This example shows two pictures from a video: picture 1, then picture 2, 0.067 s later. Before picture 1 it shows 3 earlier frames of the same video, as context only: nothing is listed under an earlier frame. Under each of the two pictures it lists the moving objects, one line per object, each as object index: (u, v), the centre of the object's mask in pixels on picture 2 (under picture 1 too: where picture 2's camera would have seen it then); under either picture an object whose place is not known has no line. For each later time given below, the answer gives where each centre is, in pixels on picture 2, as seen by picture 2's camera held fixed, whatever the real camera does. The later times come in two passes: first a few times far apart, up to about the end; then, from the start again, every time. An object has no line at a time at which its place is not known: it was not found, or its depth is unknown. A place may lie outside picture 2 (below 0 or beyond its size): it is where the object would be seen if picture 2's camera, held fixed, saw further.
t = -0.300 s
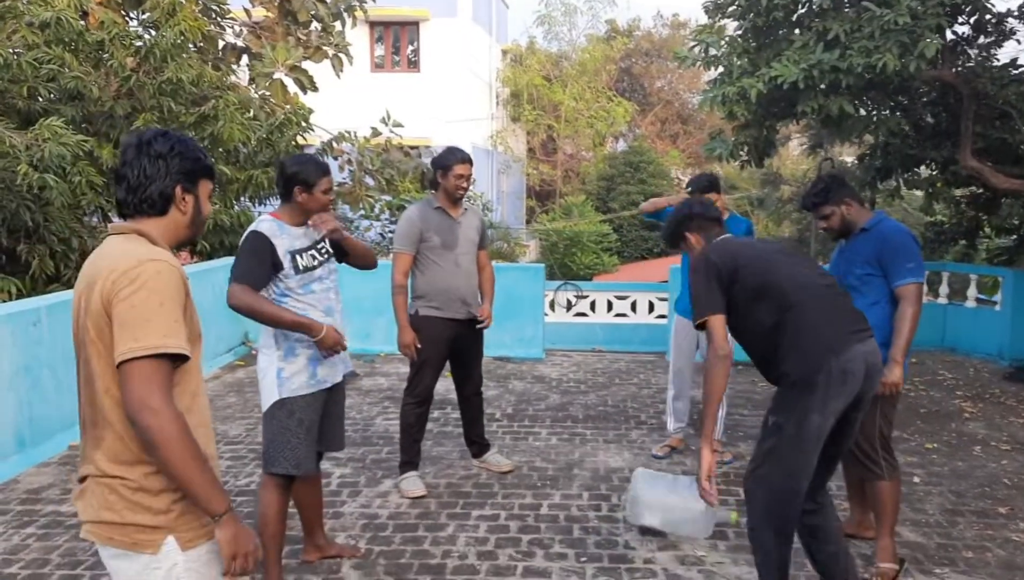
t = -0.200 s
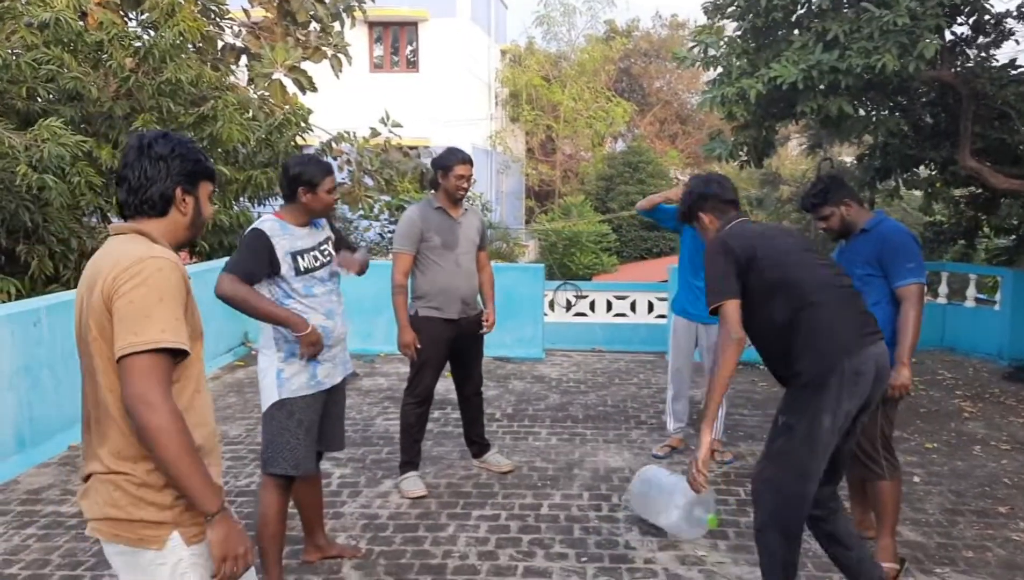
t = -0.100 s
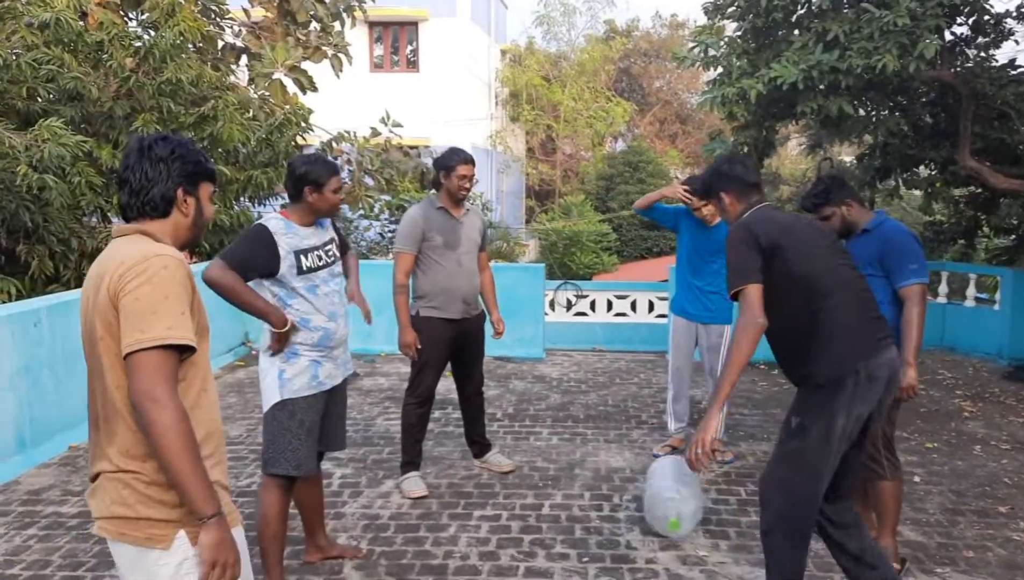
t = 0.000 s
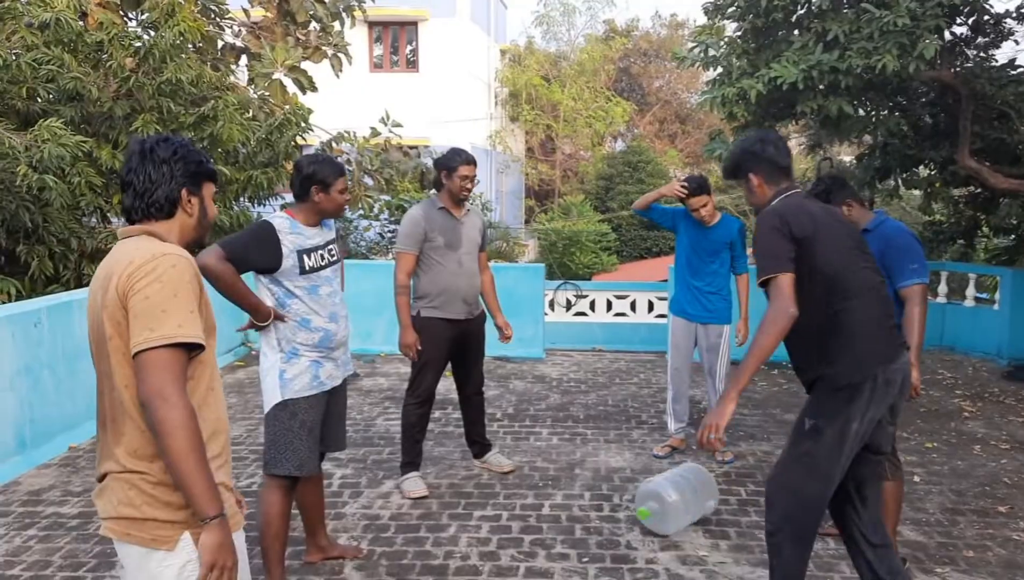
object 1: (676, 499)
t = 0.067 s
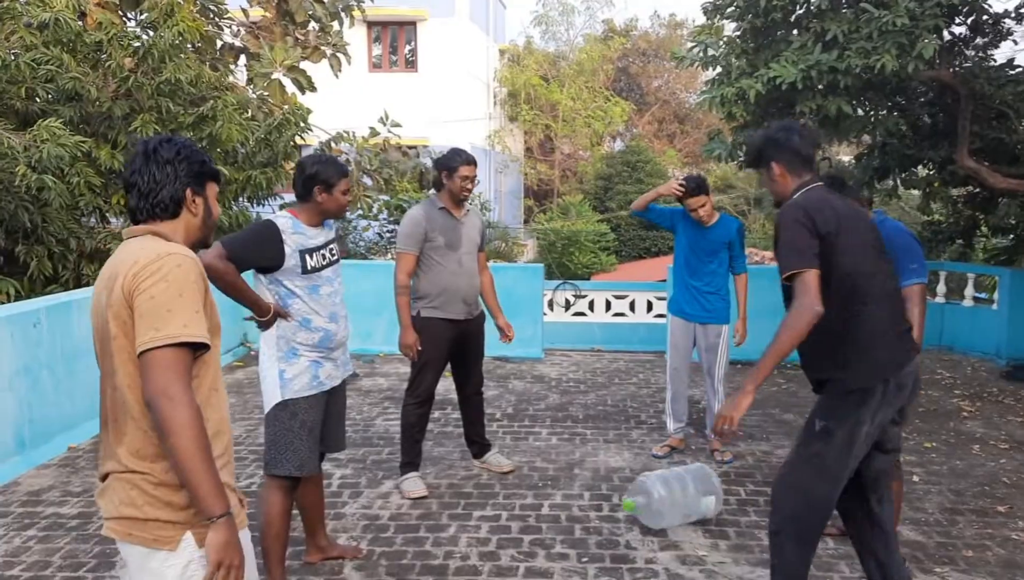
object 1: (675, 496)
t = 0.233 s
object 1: (675, 495)
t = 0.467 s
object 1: (683, 494)
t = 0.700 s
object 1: (692, 494)
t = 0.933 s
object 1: (701, 493)
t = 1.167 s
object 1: (709, 492)
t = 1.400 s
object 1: (717, 491)
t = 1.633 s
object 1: (724, 490)
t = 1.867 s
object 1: (732, 490)
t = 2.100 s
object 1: (742, 489)
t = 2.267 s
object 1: (749, 489)
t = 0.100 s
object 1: (675, 497)
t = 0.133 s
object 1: (676, 497)
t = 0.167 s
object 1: (675, 496)
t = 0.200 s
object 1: (675, 496)
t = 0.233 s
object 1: (675, 495)
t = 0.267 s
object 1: (676, 495)
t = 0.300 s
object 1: (677, 495)
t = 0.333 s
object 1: (678, 494)
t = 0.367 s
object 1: (679, 494)
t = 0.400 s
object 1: (681, 494)
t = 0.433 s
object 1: (682, 495)
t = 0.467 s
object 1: (683, 494)
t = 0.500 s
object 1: (684, 494)
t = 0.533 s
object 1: (686, 494)
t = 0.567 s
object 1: (687, 494)
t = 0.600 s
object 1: (688, 494)
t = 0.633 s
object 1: (688, 494)
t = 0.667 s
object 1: (690, 494)
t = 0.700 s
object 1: (692, 494)
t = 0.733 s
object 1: (693, 493)
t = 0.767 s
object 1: (694, 493)
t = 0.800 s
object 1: (695, 493)
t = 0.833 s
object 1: (697, 493)
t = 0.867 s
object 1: (698, 493)
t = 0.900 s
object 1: (700, 493)
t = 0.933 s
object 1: (701, 493)
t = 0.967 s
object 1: (702, 493)
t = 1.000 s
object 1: (703, 492)
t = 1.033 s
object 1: (704, 492)
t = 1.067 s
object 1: (706, 492)
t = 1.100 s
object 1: (707, 492)
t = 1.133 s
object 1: (708, 492)
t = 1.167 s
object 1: (709, 492)
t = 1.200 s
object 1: (710, 492)
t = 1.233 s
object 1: (712, 492)
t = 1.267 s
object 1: (713, 491)
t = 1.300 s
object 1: (714, 491)
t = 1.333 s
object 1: (715, 491)
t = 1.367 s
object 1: (716, 491)
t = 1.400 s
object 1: (717, 491)
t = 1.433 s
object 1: (718, 491)
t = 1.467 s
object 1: (719, 491)
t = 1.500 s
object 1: (720, 491)
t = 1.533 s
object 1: (721, 491)
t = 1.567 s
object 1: (722, 491)
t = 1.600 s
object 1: (723, 490)
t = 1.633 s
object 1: (724, 490)
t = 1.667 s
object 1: (725, 490)
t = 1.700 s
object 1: (726, 490)
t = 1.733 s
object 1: (727, 490)
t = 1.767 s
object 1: (729, 490)
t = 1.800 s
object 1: (730, 490)
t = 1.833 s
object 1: (731, 490)
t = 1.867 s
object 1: (732, 490)
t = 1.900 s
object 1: (733, 490)
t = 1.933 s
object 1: (735, 490)
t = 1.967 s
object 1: (736, 490)
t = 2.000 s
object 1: (737, 490)
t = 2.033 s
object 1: (739, 489)
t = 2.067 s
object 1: (740, 489)
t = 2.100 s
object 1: (742, 489)
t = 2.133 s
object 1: (743, 489)
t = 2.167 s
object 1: (744, 489)
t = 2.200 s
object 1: (746, 489)
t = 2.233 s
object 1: (747, 489)
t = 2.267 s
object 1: (749, 489)
